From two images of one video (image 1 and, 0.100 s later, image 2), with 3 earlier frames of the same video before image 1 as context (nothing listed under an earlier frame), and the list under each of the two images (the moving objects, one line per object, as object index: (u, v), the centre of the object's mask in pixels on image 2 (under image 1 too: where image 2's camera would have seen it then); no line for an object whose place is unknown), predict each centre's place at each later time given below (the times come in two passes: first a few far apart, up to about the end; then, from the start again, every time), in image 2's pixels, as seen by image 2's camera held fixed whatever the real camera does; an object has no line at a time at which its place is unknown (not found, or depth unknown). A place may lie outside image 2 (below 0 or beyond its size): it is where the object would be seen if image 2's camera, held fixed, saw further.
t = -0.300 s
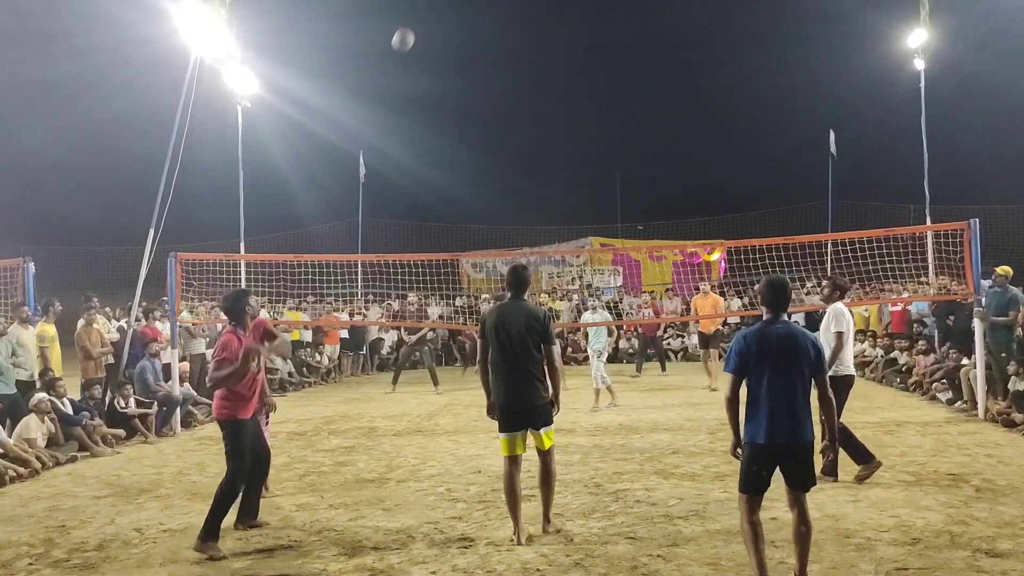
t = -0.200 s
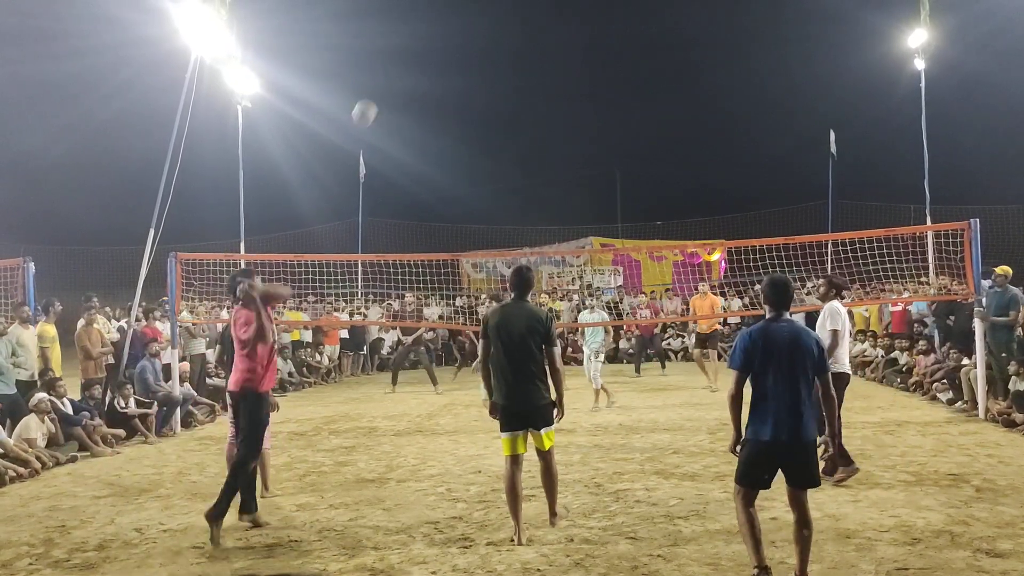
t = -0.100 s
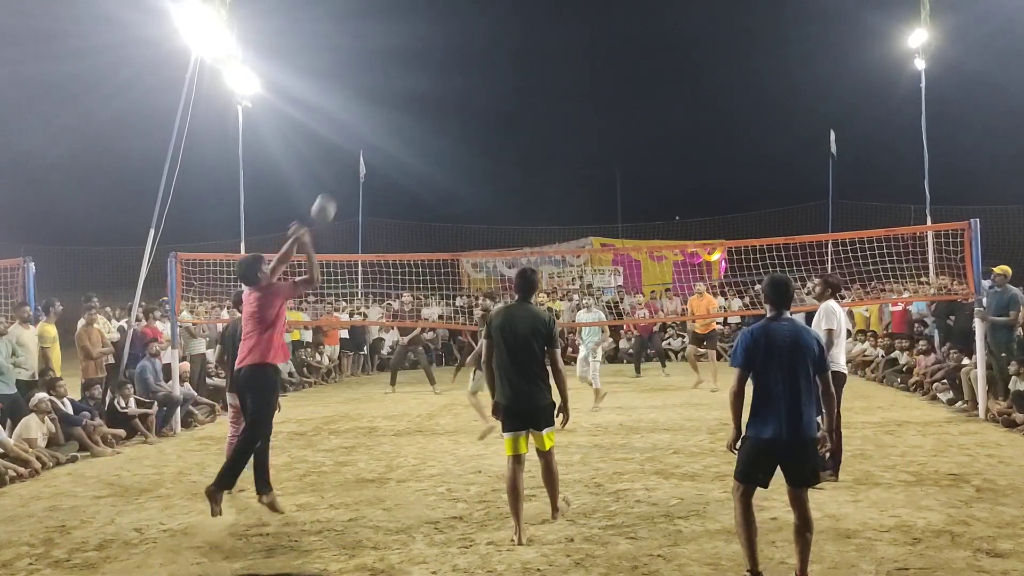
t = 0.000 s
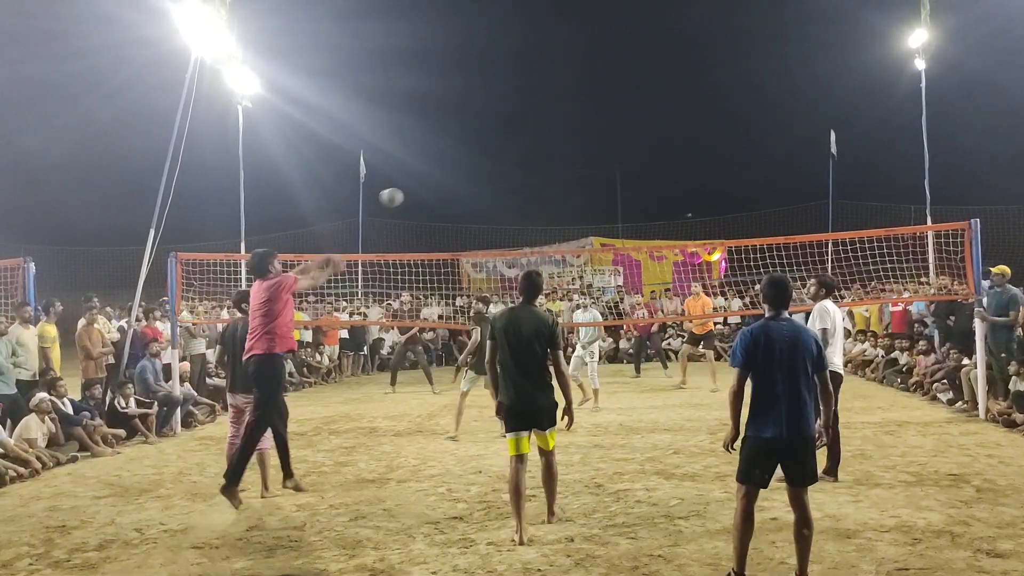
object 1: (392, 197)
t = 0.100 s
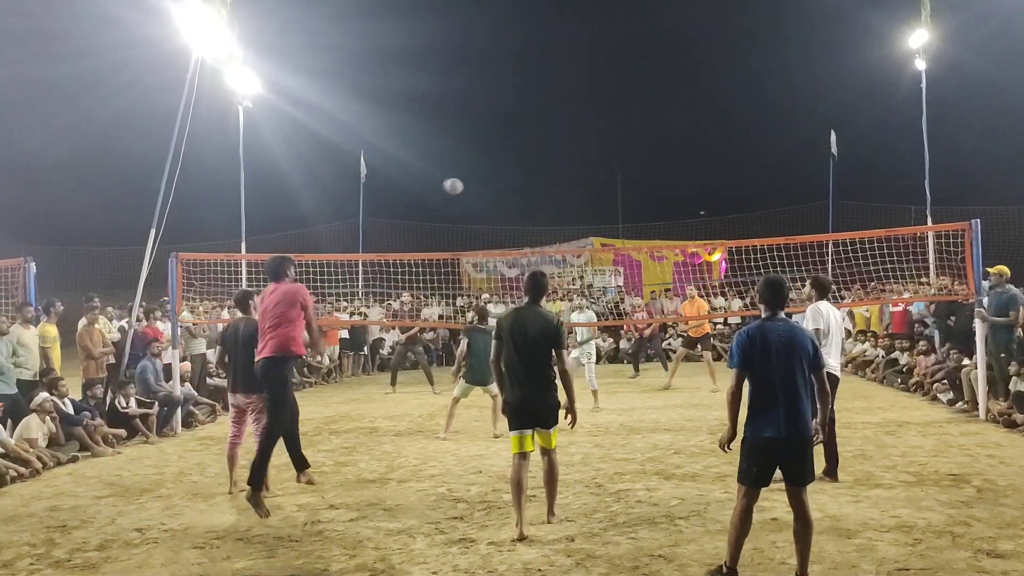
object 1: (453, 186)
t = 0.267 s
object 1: (520, 193)
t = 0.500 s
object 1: (578, 231)
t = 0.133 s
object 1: (469, 185)
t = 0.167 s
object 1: (483, 185)
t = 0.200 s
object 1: (497, 187)
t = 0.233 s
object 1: (509, 190)
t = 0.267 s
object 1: (520, 193)
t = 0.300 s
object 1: (530, 196)
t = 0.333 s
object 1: (539, 201)
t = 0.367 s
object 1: (548, 206)
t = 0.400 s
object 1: (557, 212)
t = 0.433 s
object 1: (564, 218)
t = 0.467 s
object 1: (571, 224)
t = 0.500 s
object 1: (578, 231)
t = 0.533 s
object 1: (584, 239)
